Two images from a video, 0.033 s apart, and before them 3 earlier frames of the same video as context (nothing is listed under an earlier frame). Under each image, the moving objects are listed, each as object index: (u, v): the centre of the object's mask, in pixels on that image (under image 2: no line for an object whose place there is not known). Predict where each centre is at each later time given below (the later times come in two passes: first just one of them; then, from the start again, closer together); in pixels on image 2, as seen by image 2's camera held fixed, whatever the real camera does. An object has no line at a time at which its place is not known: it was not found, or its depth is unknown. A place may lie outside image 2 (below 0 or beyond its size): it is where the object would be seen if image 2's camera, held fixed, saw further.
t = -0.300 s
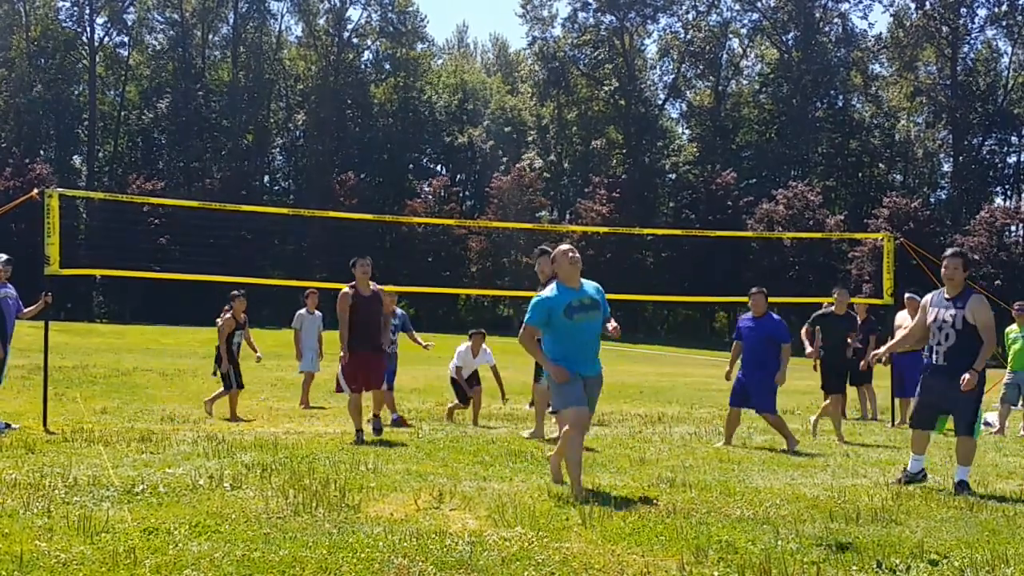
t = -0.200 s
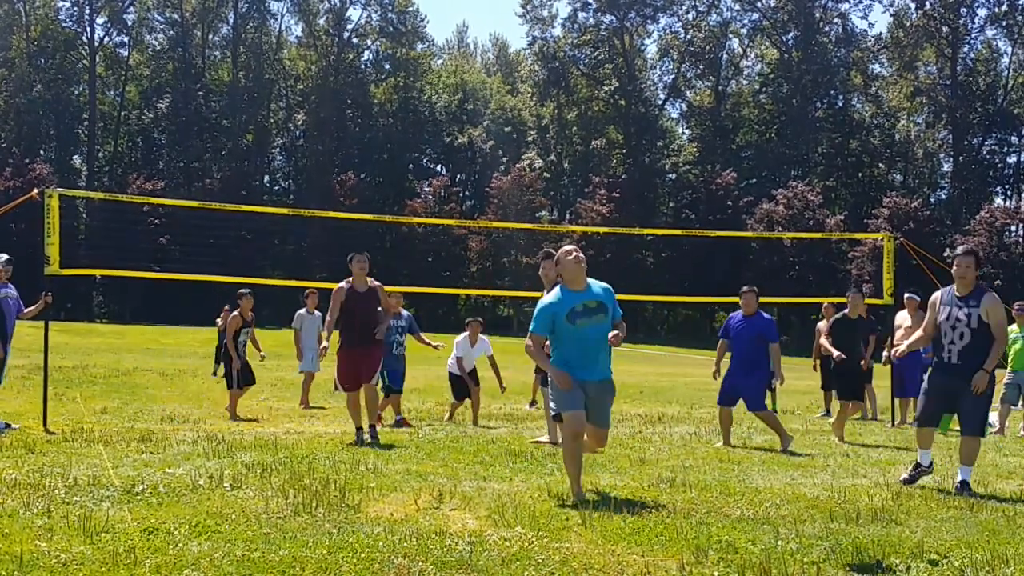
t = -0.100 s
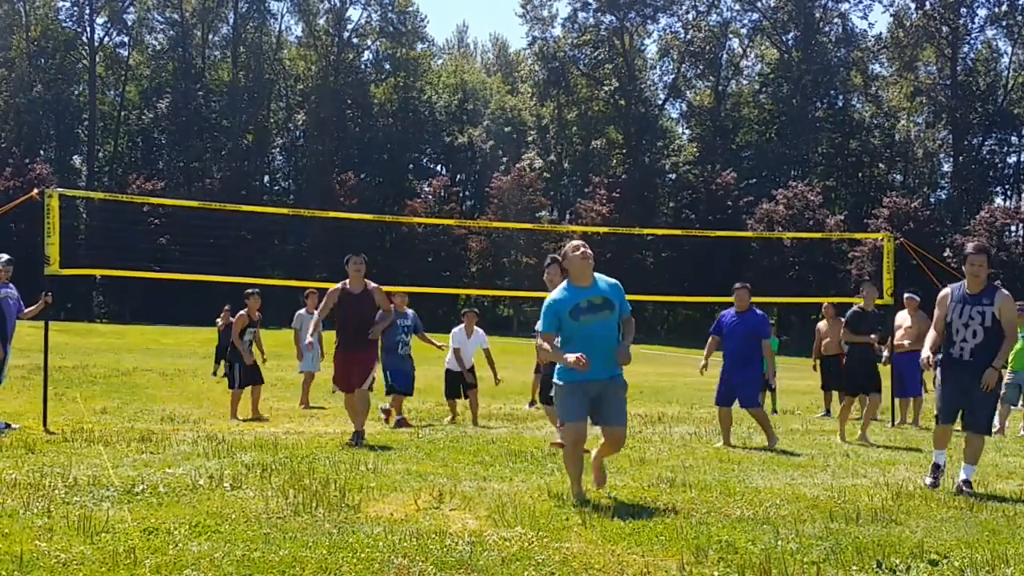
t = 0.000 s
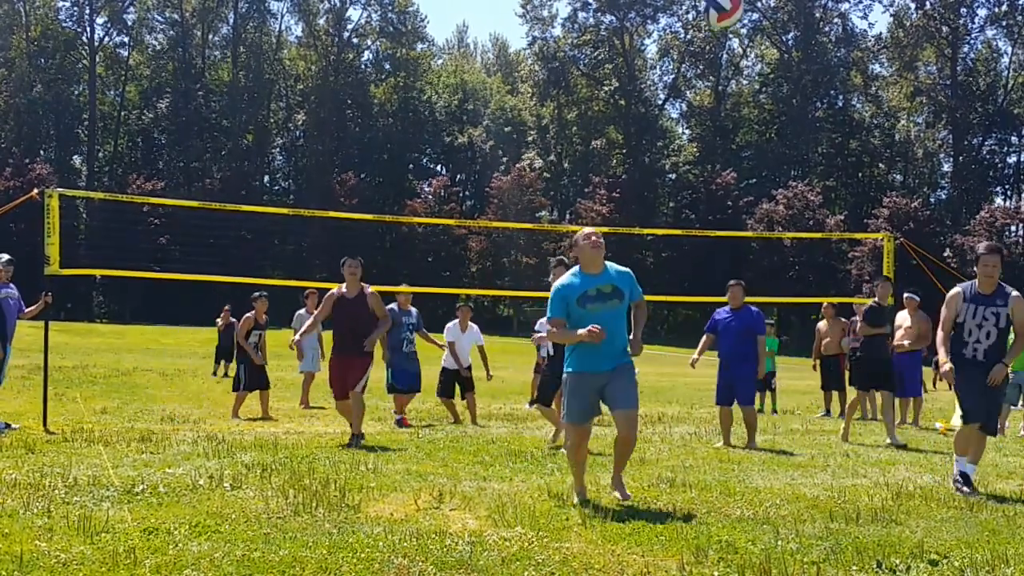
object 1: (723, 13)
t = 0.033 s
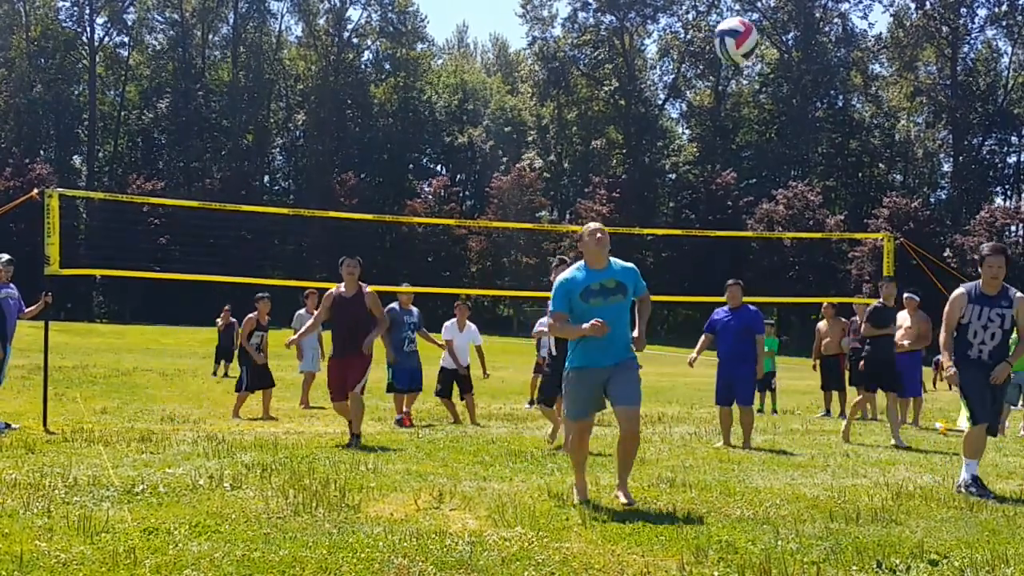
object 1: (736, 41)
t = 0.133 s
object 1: (782, 173)
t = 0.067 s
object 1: (750, 79)
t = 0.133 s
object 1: (782, 173)
